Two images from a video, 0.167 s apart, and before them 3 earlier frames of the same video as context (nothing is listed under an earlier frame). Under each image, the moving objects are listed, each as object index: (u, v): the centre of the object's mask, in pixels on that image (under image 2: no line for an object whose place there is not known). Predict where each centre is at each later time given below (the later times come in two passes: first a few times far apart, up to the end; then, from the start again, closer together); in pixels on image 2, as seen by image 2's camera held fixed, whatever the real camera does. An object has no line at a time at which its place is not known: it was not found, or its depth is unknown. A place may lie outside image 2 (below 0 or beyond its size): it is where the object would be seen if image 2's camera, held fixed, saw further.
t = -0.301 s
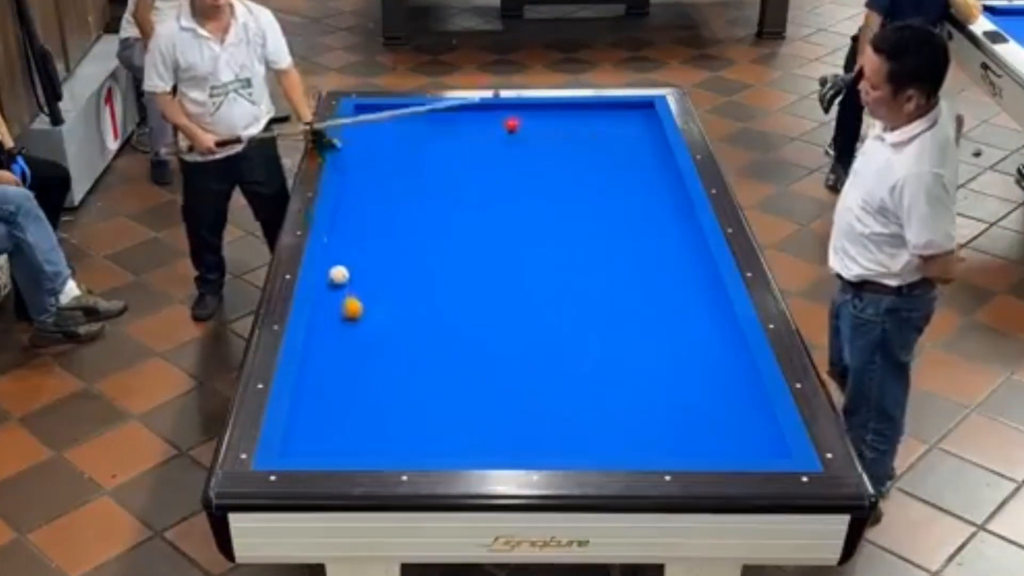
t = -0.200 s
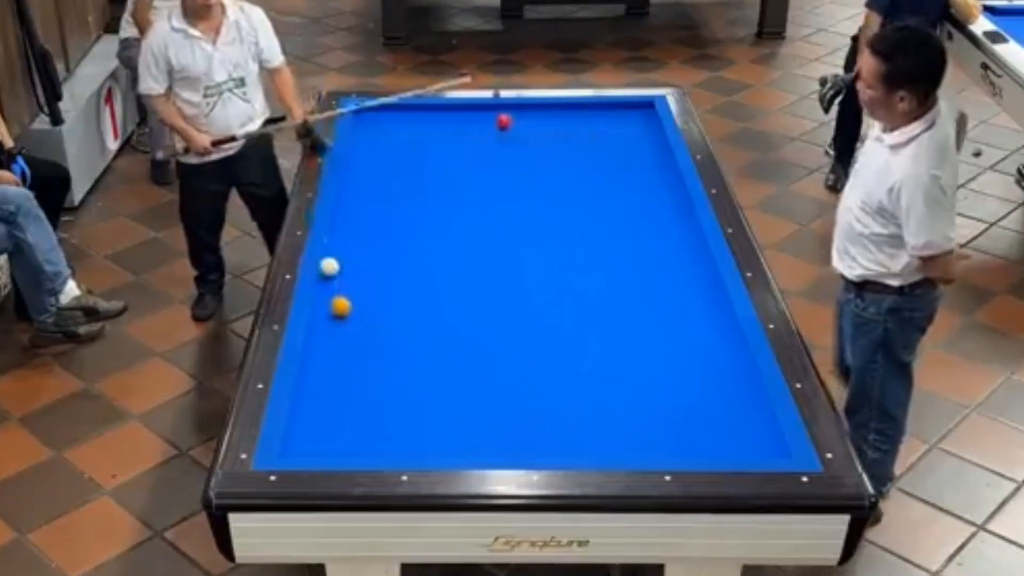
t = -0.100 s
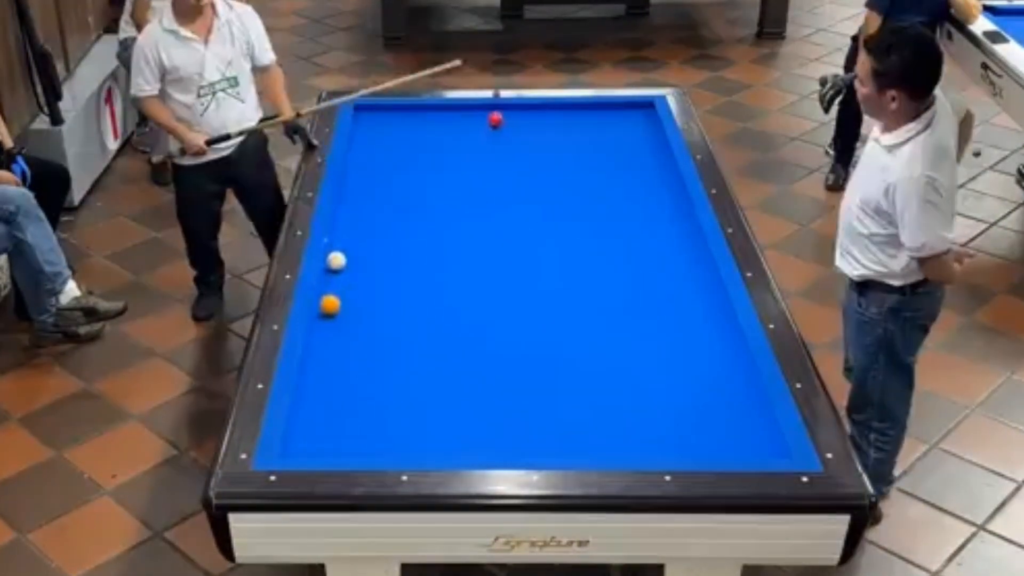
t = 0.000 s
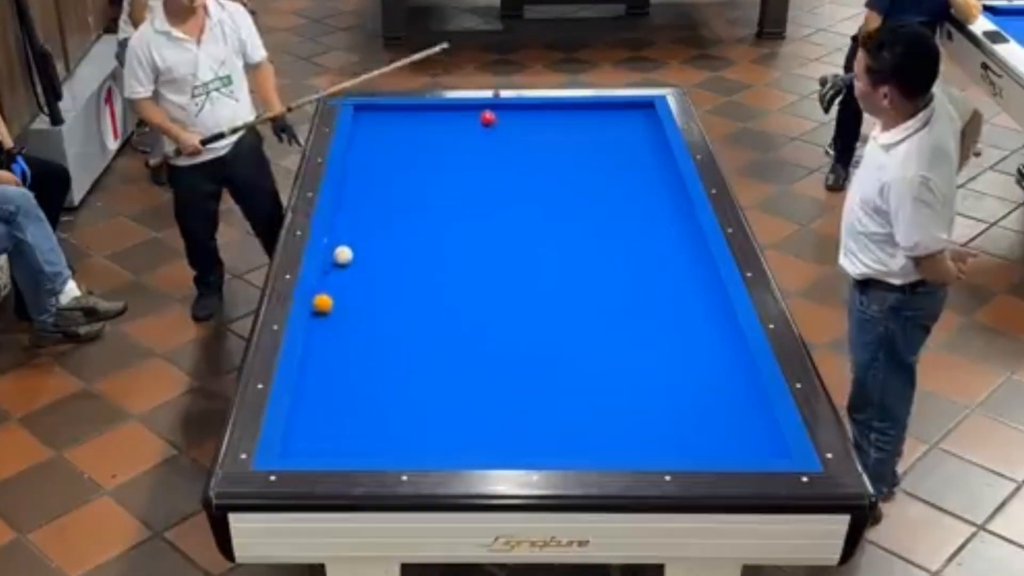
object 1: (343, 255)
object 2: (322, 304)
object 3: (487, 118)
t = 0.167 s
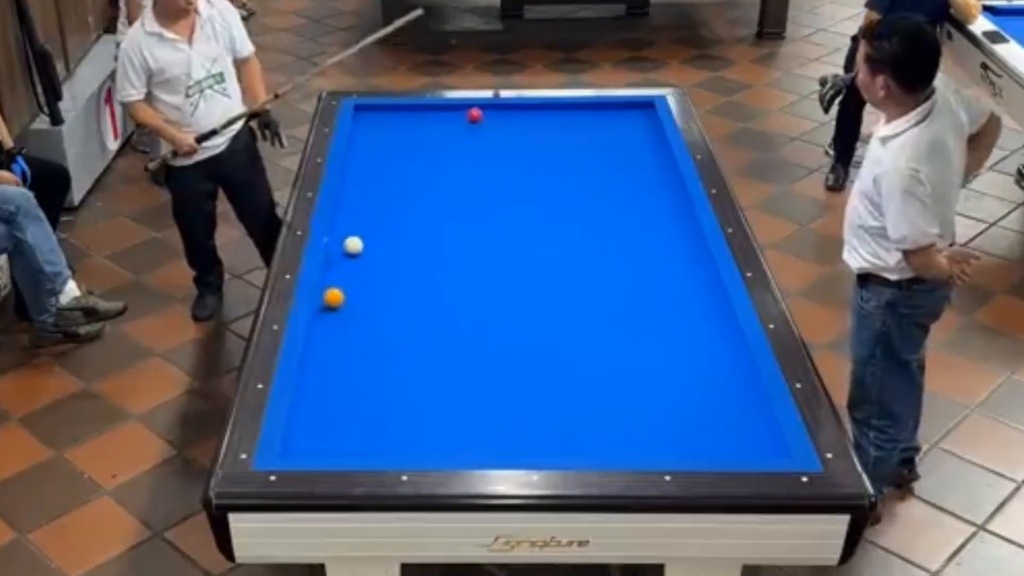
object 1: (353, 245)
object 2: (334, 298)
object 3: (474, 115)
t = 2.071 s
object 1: (442, 162)
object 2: (420, 256)
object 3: (365, 120)
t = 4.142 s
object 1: (500, 108)
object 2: (464, 232)
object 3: (389, 133)
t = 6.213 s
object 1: (522, 120)
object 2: (472, 229)
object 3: (395, 134)
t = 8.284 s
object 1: (525, 122)
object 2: (472, 229)
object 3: (395, 134)
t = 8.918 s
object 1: (525, 122)
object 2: (472, 229)
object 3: (395, 134)
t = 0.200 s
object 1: (355, 243)
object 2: (335, 297)
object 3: (472, 114)
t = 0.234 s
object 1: (357, 242)
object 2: (337, 296)
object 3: (469, 114)
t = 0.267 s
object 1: (359, 240)
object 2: (339, 295)
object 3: (466, 113)
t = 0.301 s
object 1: (361, 238)
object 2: (341, 295)
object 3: (465, 113)
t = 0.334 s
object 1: (363, 236)
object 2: (343, 294)
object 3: (462, 112)
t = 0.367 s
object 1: (365, 234)
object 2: (345, 293)
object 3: (459, 111)
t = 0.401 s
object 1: (367, 233)
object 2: (347, 292)
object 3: (457, 111)
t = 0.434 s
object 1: (369, 231)
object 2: (348, 291)
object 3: (455, 110)
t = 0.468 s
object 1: (371, 229)
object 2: (350, 290)
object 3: (453, 110)
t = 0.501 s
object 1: (373, 227)
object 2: (352, 289)
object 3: (451, 110)
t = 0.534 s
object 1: (375, 226)
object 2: (354, 288)
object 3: (448, 108)
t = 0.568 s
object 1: (376, 224)
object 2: (356, 287)
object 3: (446, 108)
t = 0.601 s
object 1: (378, 222)
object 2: (358, 287)
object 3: (443, 108)
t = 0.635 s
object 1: (380, 220)
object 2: (360, 286)
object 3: (441, 107)
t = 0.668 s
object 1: (381, 219)
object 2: (361, 285)
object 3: (439, 108)
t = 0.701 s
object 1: (383, 217)
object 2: (363, 283)
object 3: (437, 108)
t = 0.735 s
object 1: (385, 216)
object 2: (365, 283)
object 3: (435, 109)
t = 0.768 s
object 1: (387, 215)
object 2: (366, 282)
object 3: (434, 109)
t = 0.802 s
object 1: (388, 213)
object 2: (368, 281)
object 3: (432, 109)
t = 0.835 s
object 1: (390, 211)
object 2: (370, 280)
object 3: (429, 109)
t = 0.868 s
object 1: (392, 210)
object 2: (371, 280)
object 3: (427, 110)
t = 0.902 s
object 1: (393, 208)
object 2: (373, 279)
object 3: (425, 110)
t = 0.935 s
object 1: (395, 207)
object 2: (374, 278)
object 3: (424, 110)
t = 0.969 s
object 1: (397, 205)
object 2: (376, 278)
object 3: (422, 110)
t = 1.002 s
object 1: (398, 204)
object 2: (377, 276)
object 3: (420, 111)
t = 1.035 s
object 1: (400, 202)
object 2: (379, 276)
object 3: (418, 111)
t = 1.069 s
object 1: (401, 201)
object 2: (381, 275)
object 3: (416, 111)
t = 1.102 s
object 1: (403, 199)
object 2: (382, 274)
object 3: (415, 111)
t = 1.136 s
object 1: (405, 198)
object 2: (383, 274)
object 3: (413, 112)
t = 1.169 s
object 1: (406, 197)
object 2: (385, 273)
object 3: (411, 112)
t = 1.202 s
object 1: (408, 195)
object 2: (386, 272)
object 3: (409, 112)
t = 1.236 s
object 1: (409, 194)
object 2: (388, 271)
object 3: (407, 113)
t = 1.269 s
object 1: (410, 193)
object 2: (390, 271)
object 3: (406, 113)
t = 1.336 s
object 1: (414, 189)
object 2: (392, 269)
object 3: (402, 114)
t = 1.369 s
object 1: (415, 188)
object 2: (394, 268)
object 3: (400, 114)
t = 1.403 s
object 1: (416, 187)
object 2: (395, 268)
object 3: (398, 114)
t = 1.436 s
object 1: (418, 186)
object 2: (396, 267)
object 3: (397, 114)
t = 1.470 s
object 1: (419, 184)
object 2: (397, 266)
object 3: (395, 114)
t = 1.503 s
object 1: (421, 183)
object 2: (399, 265)
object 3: (393, 114)
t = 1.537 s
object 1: (422, 182)
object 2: (400, 265)
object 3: (392, 115)
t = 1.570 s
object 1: (423, 180)
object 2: (402, 264)
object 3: (390, 115)
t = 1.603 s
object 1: (425, 179)
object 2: (403, 263)
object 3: (388, 115)
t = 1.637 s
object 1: (426, 178)
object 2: (404, 263)
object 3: (387, 116)
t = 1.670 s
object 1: (427, 177)
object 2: (405, 262)
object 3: (384, 116)
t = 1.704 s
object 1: (428, 175)
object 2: (406, 262)
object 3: (383, 116)
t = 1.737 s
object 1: (430, 174)
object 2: (407, 261)
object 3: (381, 117)
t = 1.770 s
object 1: (431, 173)
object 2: (409, 260)
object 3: (380, 117)
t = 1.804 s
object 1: (433, 172)
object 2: (410, 260)
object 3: (378, 117)
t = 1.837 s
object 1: (434, 171)
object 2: (412, 260)
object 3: (376, 118)
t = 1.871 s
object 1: (435, 169)
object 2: (412, 259)
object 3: (375, 118)
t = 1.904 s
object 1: (436, 168)
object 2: (414, 258)
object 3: (372, 119)
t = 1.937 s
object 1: (438, 167)
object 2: (415, 258)
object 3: (371, 119)
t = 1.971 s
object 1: (439, 166)
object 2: (416, 257)
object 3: (370, 119)
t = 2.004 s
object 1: (440, 165)
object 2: (417, 256)
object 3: (368, 119)
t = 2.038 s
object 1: (441, 164)
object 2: (418, 256)
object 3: (366, 119)
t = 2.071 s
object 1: (442, 162)
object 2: (420, 256)
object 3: (365, 120)
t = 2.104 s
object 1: (444, 161)
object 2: (421, 255)
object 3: (364, 119)
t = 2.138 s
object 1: (445, 160)
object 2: (422, 254)
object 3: (362, 120)
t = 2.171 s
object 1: (446, 159)
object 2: (423, 254)
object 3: (360, 121)
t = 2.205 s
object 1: (447, 158)
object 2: (424, 253)
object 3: (359, 121)
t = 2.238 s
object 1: (448, 157)
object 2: (425, 253)
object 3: (358, 121)
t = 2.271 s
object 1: (449, 156)
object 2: (426, 253)
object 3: (359, 121)
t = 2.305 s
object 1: (450, 155)
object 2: (427, 252)
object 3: (359, 122)
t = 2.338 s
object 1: (452, 154)
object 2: (428, 251)
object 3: (359, 122)
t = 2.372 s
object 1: (453, 153)
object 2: (428, 251)
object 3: (360, 122)
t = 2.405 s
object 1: (454, 152)
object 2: (429, 250)
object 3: (360, 122)
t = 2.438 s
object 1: (455, 151)
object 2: (431, 250)
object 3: (361, 122)
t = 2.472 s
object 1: (457, 150)
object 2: (431, 249)
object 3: (361, 122)
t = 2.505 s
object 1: (457, 148)
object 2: (432, 249)
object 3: (361, 122)
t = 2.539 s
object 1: (458, 147)
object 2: (434, 248)
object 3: (363, 123)
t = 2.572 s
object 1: (459, 147)
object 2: (434, 248)
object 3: (364, 124)
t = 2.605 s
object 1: (460, 146)
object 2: (435, 247)
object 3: (365, 124)
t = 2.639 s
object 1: (461, 145)
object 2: (436, 246)
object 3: (365, 124)
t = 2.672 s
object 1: (462, 144)
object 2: (437, 246)
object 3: (366, 124)
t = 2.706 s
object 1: (463, 143)
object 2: (438, 246)
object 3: (367, 124)
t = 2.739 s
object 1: (464, 142)
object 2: (439, 246)
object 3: (368, 125)
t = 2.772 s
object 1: (466, 141)
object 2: (440, 245)
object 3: (368, 125)
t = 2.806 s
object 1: (468, 139)
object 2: (441, 244)
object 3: (370, 126)
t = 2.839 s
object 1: (468, 138)
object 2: (442, 244)
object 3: (371, 127)
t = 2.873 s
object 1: (469, 137)
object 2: (443, 243)
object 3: (372, 127)
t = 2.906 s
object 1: (470, 136)
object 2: (444, 243)
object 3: (372, 127)
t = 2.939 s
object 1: (471, 135)
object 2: (444, 243)
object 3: (372, 127)
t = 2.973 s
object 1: (472, 134)
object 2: (445, 242)
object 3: (373, 127)
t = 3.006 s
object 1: (473, 133)
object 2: (446, 242)
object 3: (374, 128)
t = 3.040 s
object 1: (474, 133)
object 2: (447, 242)
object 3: (374, 128)
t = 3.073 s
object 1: (475, 132)
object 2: (448, 241)
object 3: (374, 128)
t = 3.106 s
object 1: (476, 131)
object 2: (448, 241)
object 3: (375, 128)
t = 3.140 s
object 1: (477, 130)
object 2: (449, 241)
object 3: (376, 128)
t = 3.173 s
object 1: (478, 129)
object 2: (450, 240)
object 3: (377, 129)
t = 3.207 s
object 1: (479, 128)
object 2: (450, 240)
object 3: (377, 129)
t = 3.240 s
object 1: (480, 128)
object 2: (451, 240)
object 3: (378, 129)
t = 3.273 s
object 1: (480, 127)
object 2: (451, 239)
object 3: (378, 129)
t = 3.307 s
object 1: (481, 126)
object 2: (452, 239)
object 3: (379, 129)
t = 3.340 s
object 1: (482, 125)
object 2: (453, 238)
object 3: (380, 130)
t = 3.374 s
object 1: (483, 124)
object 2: (453, 238)
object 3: (380, 130)
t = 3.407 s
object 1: (484, 124)
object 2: (453, 238)
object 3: (381, 130)
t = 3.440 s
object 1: (484, 123)
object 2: (454, 238)
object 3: (381, 130)
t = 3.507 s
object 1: (486, 121)
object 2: (455, 237)
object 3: (383, 130)
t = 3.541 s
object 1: (487, 121)
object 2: (456, 237)
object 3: (382, 130)
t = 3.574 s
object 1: (488, 120)
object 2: (456, 237)
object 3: (382, 130)
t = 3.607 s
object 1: (488, 119)
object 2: (457, 236)
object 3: (384, 131)
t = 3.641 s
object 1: (489, 118)
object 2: (458, 236)
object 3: (384, 130)
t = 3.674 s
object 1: (490, 117)
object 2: (458, 236)
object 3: (384, 131)
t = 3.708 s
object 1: (491, 117)
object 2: (459, 235)
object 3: (385, 131)
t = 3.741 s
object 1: (492, 116)
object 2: (459, 235)
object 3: (385, 131)
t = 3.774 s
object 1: (492, 115)
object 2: (459, 235)
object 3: (385, 131)
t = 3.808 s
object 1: (493, 114)
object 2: (460, 235)
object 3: (385, 131)
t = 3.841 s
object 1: (494, 114)
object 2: (461, 234)
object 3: (387, 132)
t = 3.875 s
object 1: (494, 113)
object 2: (461, 234)
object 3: (387, 132)
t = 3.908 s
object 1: (495, 113)
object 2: (461, 234)
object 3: (387, 132)
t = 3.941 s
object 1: (496, 112)
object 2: (461, 234)
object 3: (388, 132)
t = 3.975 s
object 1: (496, 111)
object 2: (462, 234)
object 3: (388, 132)
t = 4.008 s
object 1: (497, 111)
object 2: (463, 233)
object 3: (388, 132)
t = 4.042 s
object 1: (498, 110)
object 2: (463, 233)
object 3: (388, 132)
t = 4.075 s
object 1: (499, 109)
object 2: (464, 233)
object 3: (389, 133)
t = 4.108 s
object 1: (499, 108)
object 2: (464, 232)
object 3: (389, 133)
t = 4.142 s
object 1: (500, 108)
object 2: (464, 232)
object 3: (389, 133)
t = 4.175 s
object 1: (501, 107)
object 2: (465, 232)
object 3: (390, 133)
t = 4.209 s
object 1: (501, 107)
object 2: (465, 232)
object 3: (390, 133)
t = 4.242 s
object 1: (502, 107)
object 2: (465, 232)
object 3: (390, 133)
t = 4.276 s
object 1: (502, 107)
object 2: (466, 232)
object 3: (390, 133)
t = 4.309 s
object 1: (503, 107)
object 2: (466, 231)
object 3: (390, 133)
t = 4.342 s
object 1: (503, 108)
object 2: (467, 231)
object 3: (391, 134)
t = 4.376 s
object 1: (503, 108)
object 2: (467, 231)
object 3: (391, 134)
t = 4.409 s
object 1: (504, 108)
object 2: (467, 231)
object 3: (391, 134)
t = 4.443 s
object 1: (504, 108)
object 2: (467, 231)
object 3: (391, 134)
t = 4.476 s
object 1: (505, 109)
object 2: (467, 231)
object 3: (392, 134)
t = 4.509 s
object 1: (505, 109)
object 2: (468, 230)
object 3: (392, 134)
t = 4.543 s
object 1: (506, 109)
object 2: (468, 230)
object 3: (392, 134)
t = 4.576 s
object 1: (507, 110)
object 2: (469, 230)
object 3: (392, 134)
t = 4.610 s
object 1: (507, 110)
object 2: (469, 230)
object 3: (392, 134)
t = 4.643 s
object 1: (507, 110)
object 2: (469, 230)
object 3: (392, 134)
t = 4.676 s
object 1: (508, 111)
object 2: (469, 230)
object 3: (393, 134)
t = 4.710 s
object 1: (508, 111)
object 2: (470, 230)
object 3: (393, 134)
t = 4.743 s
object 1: (509, 111)
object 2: (470, 230)
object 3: (394, 134)
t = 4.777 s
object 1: (509, 112)
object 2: (470, 230)
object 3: (393, 134)
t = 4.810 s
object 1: (510, 112)
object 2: (470, 230)
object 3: (394, 134)
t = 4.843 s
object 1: (510, 113)
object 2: (470, 229)
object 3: (394, 134)
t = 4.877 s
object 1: (510, 113)
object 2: (470, 229)
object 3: (394, 134)
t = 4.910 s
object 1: (511, 113)
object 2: (470, 229)
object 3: (394, 134)
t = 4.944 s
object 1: (511, 113)
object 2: (471, 229)
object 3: (394, 134)
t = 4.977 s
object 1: (512, 113)
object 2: (471, 229)
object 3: (394, 134)
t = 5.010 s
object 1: (512, 114)
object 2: (471, 229)
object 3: (395, 134)
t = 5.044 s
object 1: (512, 114)
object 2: (471, 229)
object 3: (395, 134)
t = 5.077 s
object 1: (512, 114)
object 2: (471, 229)
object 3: (395, 134)
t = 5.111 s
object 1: (513, 115)
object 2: (471, 229)
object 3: (395, 134)
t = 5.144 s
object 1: (514, 115)
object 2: (471, 229)
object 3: (395, 134)
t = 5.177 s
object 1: (514, 115)
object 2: (471, 229)
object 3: (395, 134)
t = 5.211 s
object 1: (515, 115)
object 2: (472, 229)
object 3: (395, 134)
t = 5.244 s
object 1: (515, 116)
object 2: (472, 229)
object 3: (395, 134)
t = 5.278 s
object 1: (515, 116)
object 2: (472, 229)
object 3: (395, 134)
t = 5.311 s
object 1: (516, 116)
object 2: (472, 229)
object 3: (395, 134)
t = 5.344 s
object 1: (516, 116)
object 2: (472, 229)
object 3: (395, 134)
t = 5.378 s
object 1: (516, 116)
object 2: (472, 229)
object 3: (395, 134)
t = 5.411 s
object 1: (516, 116)
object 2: (472, 229)
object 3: (395, 134)
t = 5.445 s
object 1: (517, 117)
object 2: (472, 229)
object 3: (395, 134)
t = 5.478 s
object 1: (517, 117)
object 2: (472, 229)
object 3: (395, 134)
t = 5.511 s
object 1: (517, 117)
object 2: (472, 229)
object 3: (395, 134)
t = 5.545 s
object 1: (517, 117)
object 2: (472, 229)
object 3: (395, 134)
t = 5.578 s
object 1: (518, 117)
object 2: (472, 229)
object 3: (395, 134)
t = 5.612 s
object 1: (518, 118)
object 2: (472, 229)
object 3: (395, 134)
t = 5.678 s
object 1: (518, 118)
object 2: (472, 229)
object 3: (395, 134)
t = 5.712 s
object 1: (519, 118)
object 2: (472, 229)
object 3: (395, 134)
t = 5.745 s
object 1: (519, 118)
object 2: (472, 229)
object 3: (395, 134)
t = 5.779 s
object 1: (520, 118)
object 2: (472, 229)
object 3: (395, 134)
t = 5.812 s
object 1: (520, 118)
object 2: (472, 229)
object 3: (395, 134)
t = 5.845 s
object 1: (520, 119)
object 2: (472, 229)
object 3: (395, 134)
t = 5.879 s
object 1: (520, 119)
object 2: (472, 229)
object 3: (395, 134)
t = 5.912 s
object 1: (520, 119)
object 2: (472, 229)
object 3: (395, 134)
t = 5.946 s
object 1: (521, 119)
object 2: (472, 229)
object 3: (395, 134)
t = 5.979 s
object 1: (521, 119)
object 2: (472, 229)
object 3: (395, 134)
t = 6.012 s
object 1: (521, 119)
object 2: (472, 229)
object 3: (395, 134)
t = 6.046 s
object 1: (521, 119)
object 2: (472, 229)
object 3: (395, 134)
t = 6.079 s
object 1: (521, 120)
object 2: (472, 229)
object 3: (395, 134)
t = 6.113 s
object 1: (522, 120)
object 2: (472, 229)
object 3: (395, 134)
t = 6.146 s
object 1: (522, 120)
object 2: (472, 229)
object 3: (395, 134)
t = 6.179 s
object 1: (522, 120)
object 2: (472, 229)
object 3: (395, 134)
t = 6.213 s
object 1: (522, 120)
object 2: (472, 229)
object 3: (395, 134)
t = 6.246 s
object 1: (522, 120)
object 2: (472, 229)
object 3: (395, 134)
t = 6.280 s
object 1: (523, 121)
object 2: (472, 229)
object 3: (395, 134)
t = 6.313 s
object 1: (523, 121)
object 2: (472, 229)
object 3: (395, 134)
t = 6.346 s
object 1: (523, 121)
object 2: (472, 229)
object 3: (395, 134)
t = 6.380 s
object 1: (523, 121)
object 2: (472, 229)
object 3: (395, 134)
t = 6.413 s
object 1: (523, 121)
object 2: (472, 229)
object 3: (395, 134)
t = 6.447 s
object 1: (523, 121)
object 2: (472, 229)
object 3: (395, 134)
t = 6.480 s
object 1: (523, 121)
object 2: (472, 229)
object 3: (395, 134)
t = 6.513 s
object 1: (524, 121)
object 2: (472, 229)
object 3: (395, 134)
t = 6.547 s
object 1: (524, 121)
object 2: (472, 229)
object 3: (395, 134)
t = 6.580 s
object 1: (524, 121)
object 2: (472, 229)
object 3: (395, 134)
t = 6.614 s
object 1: (525, 121)
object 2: (472, 229)
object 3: (395, 134)
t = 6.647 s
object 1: (524, 121)
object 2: (472, 229)
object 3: (395, 134)
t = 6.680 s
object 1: (524, 121)
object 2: (472, 229)
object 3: (395, 134)
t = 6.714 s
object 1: (524, 121)
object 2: (472, 229)
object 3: (395, 134)
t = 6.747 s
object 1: (524, 122)
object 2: (472, 229)
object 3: (395, 134)
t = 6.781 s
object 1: (525, 122)
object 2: (472, 229)
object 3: (395, 134)
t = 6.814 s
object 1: (525, 122)
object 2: (472, 229)
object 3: (395, 134)
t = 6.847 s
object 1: (525, 122)
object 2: (472, 229)
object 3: (395, 134)
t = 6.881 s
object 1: (525, 122)
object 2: (472, 229)
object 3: (395, 134)
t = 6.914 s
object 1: (525, 122)
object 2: (472, 229)
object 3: (395, 134)
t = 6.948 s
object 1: (525, 122)
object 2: (472, 229)
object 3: (395, 134)
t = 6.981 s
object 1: (525, 122)
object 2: (472, 229)
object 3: (395, 134)
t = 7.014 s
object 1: (525, 122)
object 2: (472, 229)
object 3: (395, 134)
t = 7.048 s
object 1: (525, 122)
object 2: (472, 229)
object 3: (395, 134)
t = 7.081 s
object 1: (525, 122)
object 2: (472, 229)
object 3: (395, 134)
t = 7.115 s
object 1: (525, 122)
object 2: (472, 229)
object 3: (395, 134)
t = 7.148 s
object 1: (525, 122)
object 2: (472, 229)
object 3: (395, 134)
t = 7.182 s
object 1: (525, 122)
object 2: (472, 229)
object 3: (395, 134)
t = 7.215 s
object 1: (525, 122)
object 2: (472, 229)
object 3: (395, 134)
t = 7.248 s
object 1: (525, 122)
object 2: (472, 229)
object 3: (395, 134)
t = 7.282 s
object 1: (525, 122)
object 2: (472, 229)
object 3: (395, 134)
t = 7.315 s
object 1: (525, 122)
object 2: (472, 229)
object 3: (395, 134)
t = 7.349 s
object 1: (525, 122)
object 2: (472, 229)
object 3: (395, 134)
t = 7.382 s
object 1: (525, 122)
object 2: (472, 229)
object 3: (395, 134)
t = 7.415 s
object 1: (525, 122)
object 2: (472, 229)
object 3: (395, 134)
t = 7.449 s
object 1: (525, 122)
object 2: (472, 229)
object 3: (395, 134)
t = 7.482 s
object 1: (525, 122)
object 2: (472, 229)
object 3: (395, 134)
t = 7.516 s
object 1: (525, 122)
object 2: (472, 229)
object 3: (395, 134)
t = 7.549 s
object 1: (525, 122)
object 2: (472, 229)
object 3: (395, 134)
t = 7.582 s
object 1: (525, 122)
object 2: (472, 229)
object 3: (395, 134)
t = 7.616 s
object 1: (525, 122)
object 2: (472, 229)
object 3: (395, 134)
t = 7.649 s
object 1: (525, 122)
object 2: (472, 229)
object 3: (395, 134)
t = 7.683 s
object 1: (525, 122)
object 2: (472, 229)
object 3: (395, 134)
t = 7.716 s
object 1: (525, 122)
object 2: (472, 229)
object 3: (395, 134)
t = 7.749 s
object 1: (525, 122)
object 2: (472, 229)
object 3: (395, 134)
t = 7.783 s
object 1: (525, 122)
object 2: (472, 229)
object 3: (395, 134)
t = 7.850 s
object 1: (525, 122)
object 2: (472, 229)
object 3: (395, 134)
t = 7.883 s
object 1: (525, 122)
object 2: (472, 229)
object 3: (395, 134)
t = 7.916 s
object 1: (525, 122)
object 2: (472, 229)
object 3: (395, 134)
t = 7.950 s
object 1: (525, 122)
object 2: (472, 229)
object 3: (395, 134)
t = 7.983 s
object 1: (525, 122)
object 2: (472, 229)
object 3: (395, 134)
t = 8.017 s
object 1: (525, 122)
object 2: (472, 229)
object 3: (395, 134)
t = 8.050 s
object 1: (525, 122)
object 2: (472, 229)
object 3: (395, 134)
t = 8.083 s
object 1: (525, 122)
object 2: (472, 229)
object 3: (395, 134)
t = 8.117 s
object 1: (525, 122)
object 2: (472, 229)
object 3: (395, 134)
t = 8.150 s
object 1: (525, 122)
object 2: (472, 229)
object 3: (395, 134)
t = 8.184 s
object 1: (525, 122)
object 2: (472, 229)
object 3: (395, 134)
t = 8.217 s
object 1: (525, 122)
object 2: (472, 229)
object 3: (395, 134)
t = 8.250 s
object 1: (525, 122)
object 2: (472, 229)
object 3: (395, 134)
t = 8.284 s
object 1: (525, 122)
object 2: (472, 229)
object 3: (395, 134)
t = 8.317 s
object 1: (525, 122)
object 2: (472, 229)
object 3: (395, 134)
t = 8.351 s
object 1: (525, 122)
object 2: (472, 229)
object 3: (395, 134)
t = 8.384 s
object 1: (525, 122)
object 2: (472, 229)
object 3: (395, 134)
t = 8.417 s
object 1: (525, 122)
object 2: (472, 229)
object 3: (395, 134)
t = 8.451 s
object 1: (525, 122)
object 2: (472, 229)
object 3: (395, 134)
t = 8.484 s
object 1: (525, 122)
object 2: (472, 229)
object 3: (395, 134)
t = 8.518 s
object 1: (525, 122)
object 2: (472, 229)
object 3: (395, 134)
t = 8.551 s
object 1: (525, 122)
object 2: (472, 229)
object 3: (395, 134)
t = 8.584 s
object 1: (525, 122)
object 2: (472, 229)
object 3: (395, 134)
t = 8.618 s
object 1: (525, 122)
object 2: (472, 229)
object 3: (395, 134)
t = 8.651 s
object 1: (525, 122)
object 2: (472, 229)
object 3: (395, 134)
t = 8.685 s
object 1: (525, 122)
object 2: (472, 229)
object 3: (395, 134)
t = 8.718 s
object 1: (525, 122)
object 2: (472, 229)
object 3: (395, 134)
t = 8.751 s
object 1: (525, 122)
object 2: (472, 229)
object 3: (395, 134)
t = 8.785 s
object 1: (525, 122)
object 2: (472, 229)
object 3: (395, 134)
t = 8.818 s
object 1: (525, 122)
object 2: (472, 229)
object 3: (395, 134)
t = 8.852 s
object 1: (525, 122)
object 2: (472, 229)
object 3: (395, 134)
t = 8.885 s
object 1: (525, 122)
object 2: (472, 229)
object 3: (395, 134)
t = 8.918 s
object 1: (525, 122)
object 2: (472, 229)
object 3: (395, 134)
